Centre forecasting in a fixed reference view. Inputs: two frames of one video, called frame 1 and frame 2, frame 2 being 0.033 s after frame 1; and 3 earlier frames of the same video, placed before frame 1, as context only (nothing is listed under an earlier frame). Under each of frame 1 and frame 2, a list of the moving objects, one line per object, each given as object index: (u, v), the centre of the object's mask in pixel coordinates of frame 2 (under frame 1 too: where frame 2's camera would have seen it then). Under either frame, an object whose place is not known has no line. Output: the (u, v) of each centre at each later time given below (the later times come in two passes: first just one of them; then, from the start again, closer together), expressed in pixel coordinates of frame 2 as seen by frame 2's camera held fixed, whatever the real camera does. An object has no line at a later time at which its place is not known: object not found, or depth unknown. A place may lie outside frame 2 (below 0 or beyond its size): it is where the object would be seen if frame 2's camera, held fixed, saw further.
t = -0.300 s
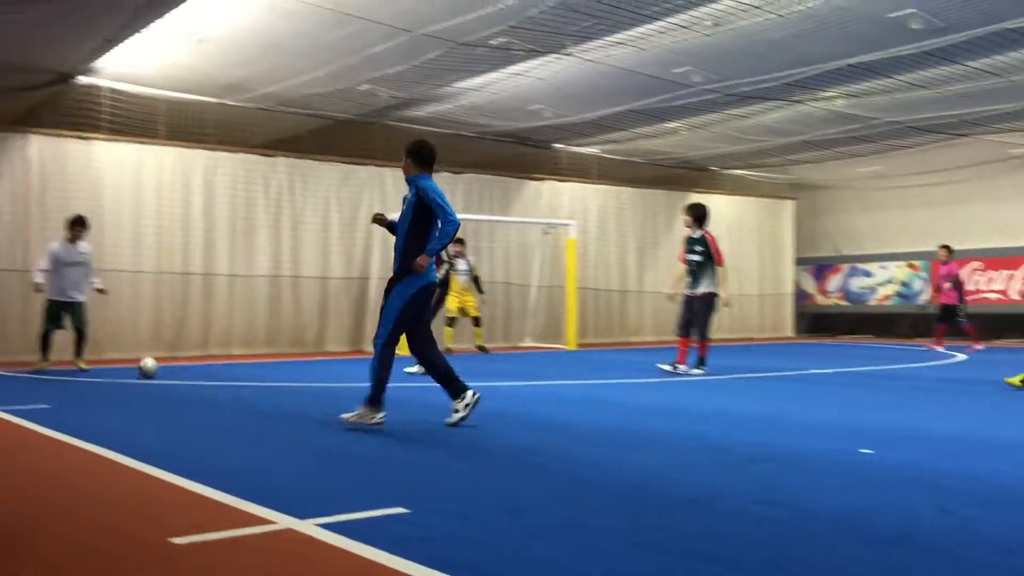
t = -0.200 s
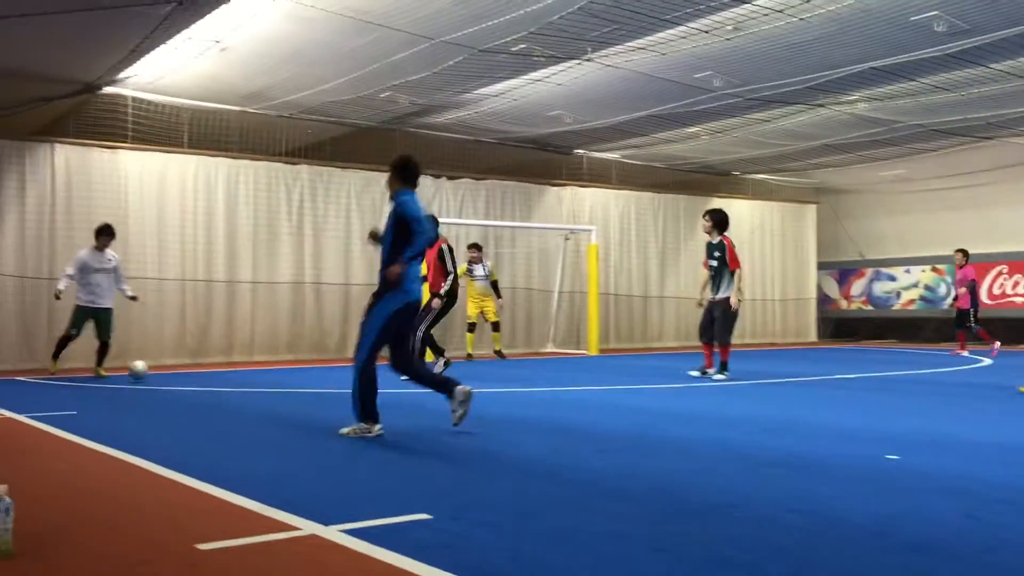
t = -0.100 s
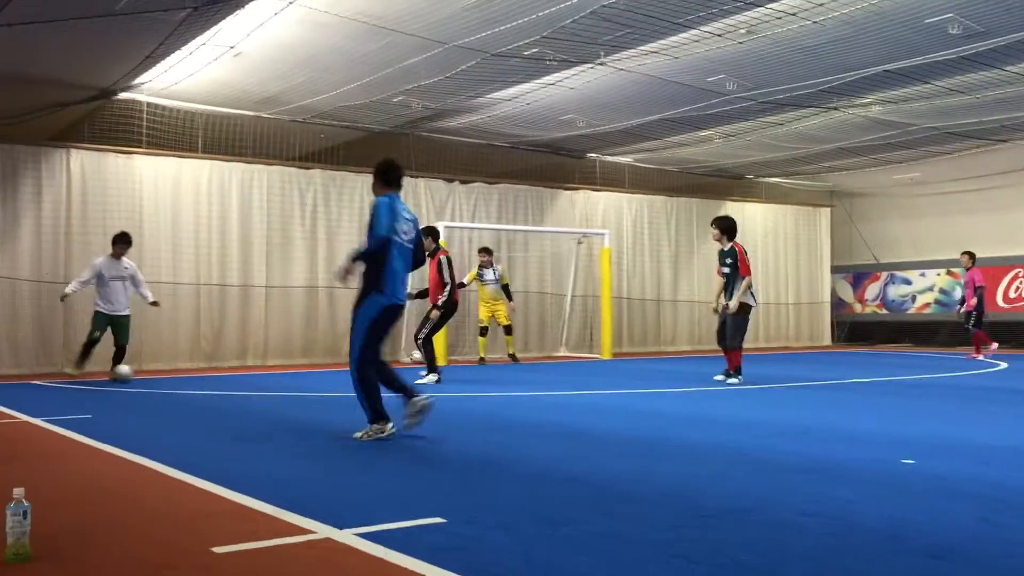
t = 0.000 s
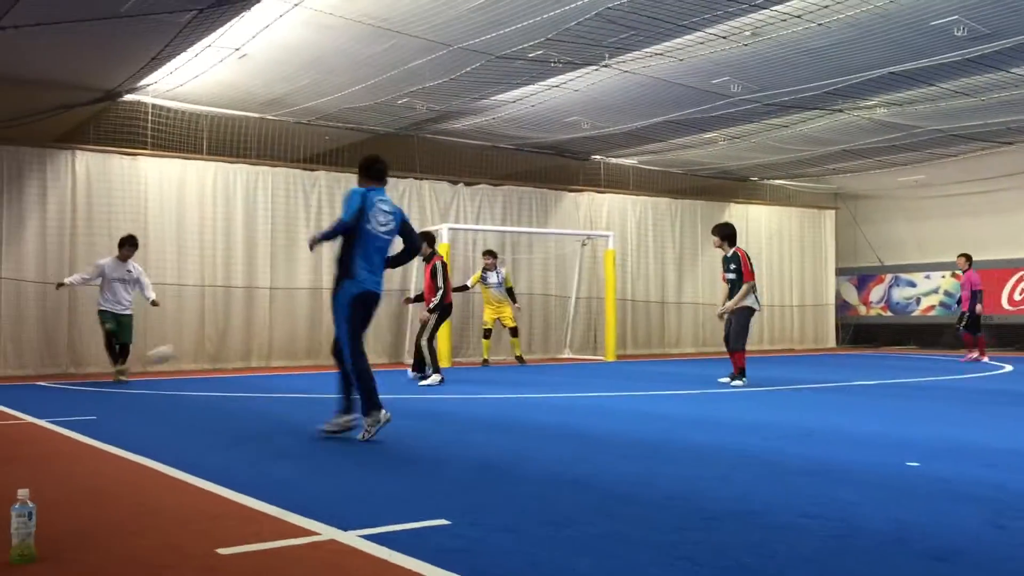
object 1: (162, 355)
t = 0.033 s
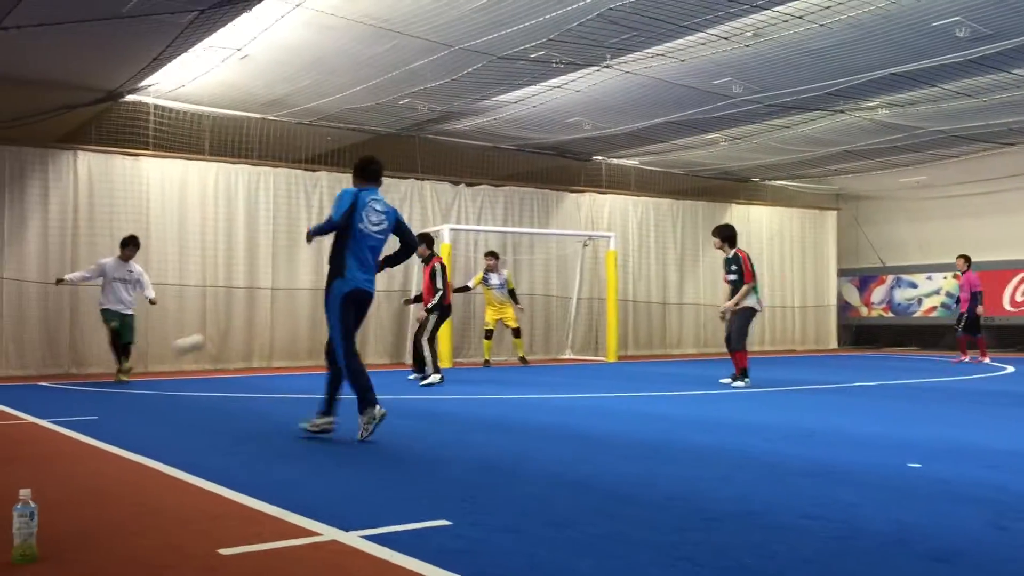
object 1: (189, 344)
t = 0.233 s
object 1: (345, 303)
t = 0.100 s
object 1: (244, 326)
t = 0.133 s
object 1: (268, 319)
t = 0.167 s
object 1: (285, 312)
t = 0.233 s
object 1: (345, 303)
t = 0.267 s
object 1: (367, 300)
